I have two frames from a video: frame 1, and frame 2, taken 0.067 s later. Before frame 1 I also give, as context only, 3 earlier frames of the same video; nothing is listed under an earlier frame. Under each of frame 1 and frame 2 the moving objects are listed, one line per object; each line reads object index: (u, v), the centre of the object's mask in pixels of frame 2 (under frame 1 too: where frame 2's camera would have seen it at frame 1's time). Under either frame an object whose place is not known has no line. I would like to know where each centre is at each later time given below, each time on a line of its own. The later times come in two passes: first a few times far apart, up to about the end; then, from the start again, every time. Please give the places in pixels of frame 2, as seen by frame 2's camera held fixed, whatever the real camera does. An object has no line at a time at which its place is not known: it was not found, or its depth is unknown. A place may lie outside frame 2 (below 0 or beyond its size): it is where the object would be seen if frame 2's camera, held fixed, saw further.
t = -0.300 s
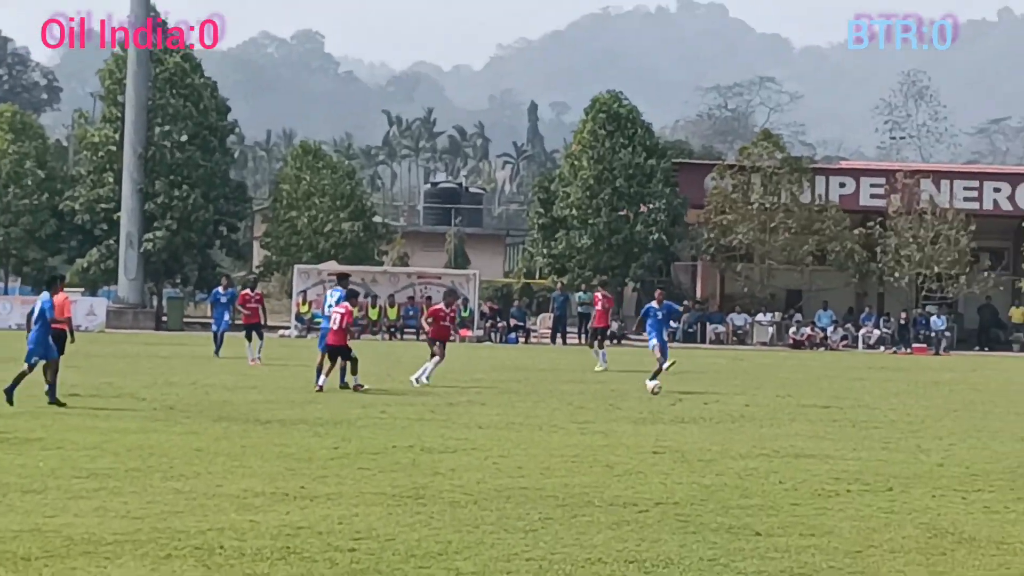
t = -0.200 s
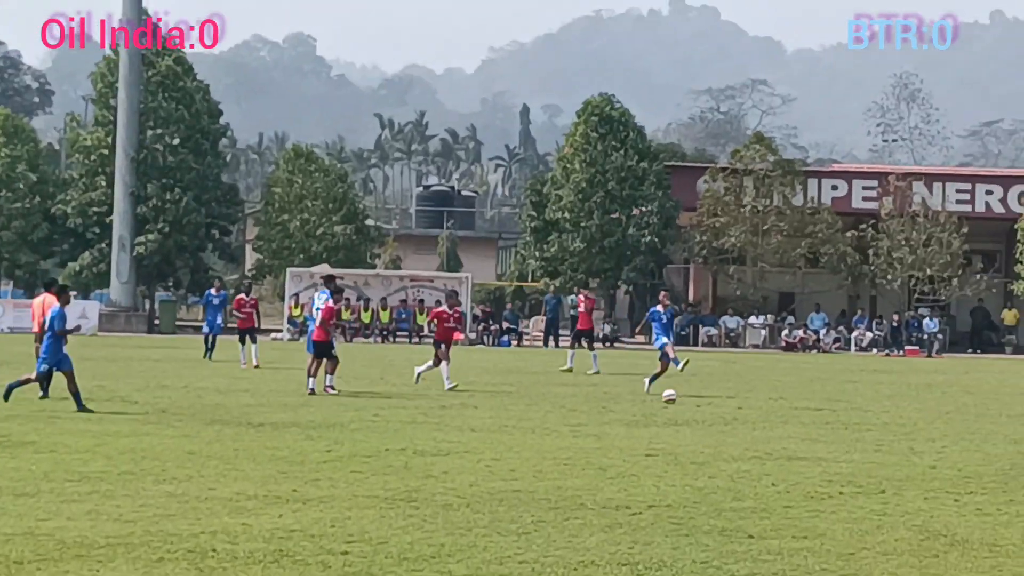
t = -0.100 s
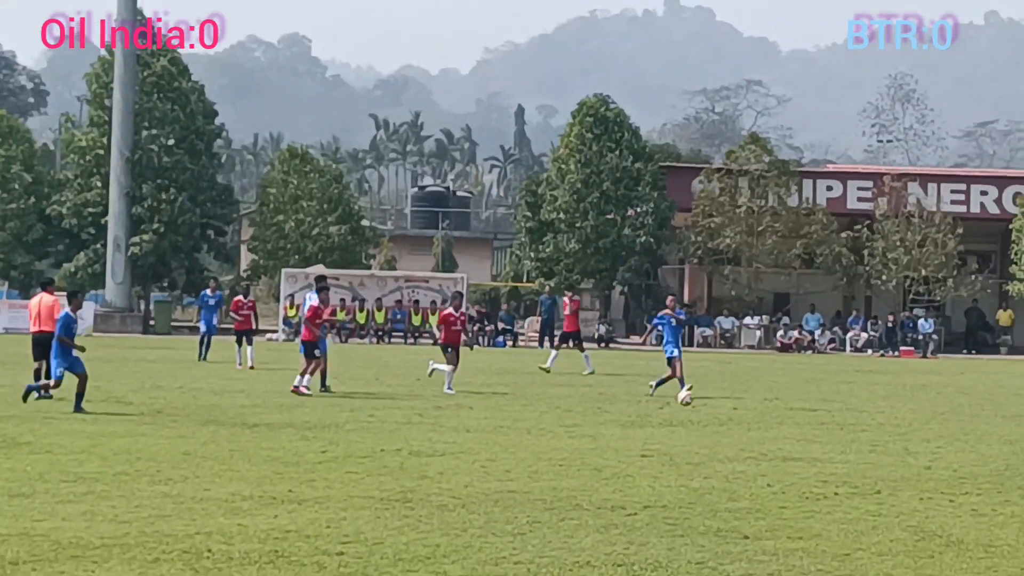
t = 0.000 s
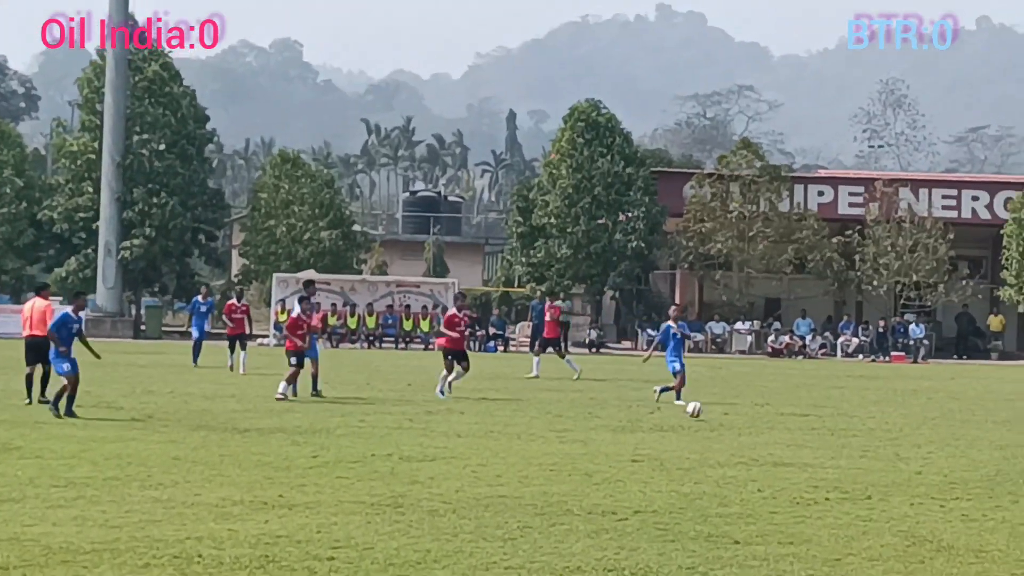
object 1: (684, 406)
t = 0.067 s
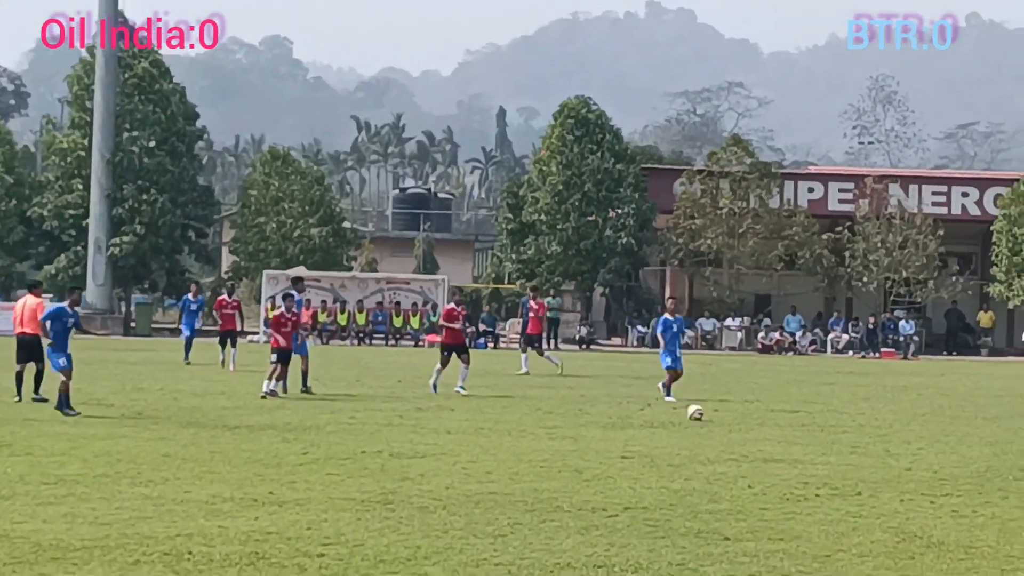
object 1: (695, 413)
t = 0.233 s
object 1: (715, 420)
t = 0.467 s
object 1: (731, 430)
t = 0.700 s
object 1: (740, 440)
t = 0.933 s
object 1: (749, 441)
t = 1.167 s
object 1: (757, 457)
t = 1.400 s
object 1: (760, 471)
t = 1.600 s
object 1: (761, 484)
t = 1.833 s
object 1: (758, 491)
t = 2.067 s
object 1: (749, 507)
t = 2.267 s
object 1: (739, 517)
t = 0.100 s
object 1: (699, 412)
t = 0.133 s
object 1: (703, 413)
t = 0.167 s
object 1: (708, 415)
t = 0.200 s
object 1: (711, 417)
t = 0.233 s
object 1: (715, 420)
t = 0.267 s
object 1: (718, 421)
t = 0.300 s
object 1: (721, 422)
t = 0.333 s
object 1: (723, 423)
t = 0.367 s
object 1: (726, 426)
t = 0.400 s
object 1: (728, 427)
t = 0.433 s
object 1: (730, 429)
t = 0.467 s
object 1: (731, 430)
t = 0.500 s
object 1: (733, 432)
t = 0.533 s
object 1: (735, 433)
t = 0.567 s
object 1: (736, 434)
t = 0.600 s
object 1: (737, 436)
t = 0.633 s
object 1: (738, 437)
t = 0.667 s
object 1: (739, 438)
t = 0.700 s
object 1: (740, 440)
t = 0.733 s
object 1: (740, 441)
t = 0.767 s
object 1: (742, 443)
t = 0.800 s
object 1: (742, 445)
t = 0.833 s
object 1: (743, 443)
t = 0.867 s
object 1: (745, 442)
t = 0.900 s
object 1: (747, 440)
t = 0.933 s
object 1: (749, 441)
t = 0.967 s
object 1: (750, 442)
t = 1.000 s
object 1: (751, 444)
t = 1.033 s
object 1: (753, 448)
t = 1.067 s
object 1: (754, 453)
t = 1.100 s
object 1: (755, 458)
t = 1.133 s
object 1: (756, 458)
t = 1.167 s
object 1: (757, 457)
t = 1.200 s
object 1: (757, 458)
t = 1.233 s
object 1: (758, 460)
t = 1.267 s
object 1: (758, 463)
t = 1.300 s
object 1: (759, 467)
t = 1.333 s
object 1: (759, 468)
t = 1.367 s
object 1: (759, 470)
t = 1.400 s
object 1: (760, 471)
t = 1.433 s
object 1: (761, 474)
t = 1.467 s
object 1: (761, 478)
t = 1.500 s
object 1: (761, 479)
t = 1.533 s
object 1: (761, 480)
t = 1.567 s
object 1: (761, 482)
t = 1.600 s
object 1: (761, 484)
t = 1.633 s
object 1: (760, 485)
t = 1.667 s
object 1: (760, 485)
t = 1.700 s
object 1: (760, 487)
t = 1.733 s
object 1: (759, 490)
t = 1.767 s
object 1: (759, 489)
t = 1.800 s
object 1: (759, 489)
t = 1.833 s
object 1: (758, 491)
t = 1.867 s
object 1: (758, 495)
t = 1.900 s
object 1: (757, 498)
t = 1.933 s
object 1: (755, 500)
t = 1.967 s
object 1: (754, 499)
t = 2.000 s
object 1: (752, 501)
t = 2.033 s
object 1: (751, 504)
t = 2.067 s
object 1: (749, 507)
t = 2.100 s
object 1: (748, 508)
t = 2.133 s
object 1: (745, 508)
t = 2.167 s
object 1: (745, 509)
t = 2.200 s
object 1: (742, 510)
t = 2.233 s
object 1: (741, 514)
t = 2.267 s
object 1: (739, 517)
